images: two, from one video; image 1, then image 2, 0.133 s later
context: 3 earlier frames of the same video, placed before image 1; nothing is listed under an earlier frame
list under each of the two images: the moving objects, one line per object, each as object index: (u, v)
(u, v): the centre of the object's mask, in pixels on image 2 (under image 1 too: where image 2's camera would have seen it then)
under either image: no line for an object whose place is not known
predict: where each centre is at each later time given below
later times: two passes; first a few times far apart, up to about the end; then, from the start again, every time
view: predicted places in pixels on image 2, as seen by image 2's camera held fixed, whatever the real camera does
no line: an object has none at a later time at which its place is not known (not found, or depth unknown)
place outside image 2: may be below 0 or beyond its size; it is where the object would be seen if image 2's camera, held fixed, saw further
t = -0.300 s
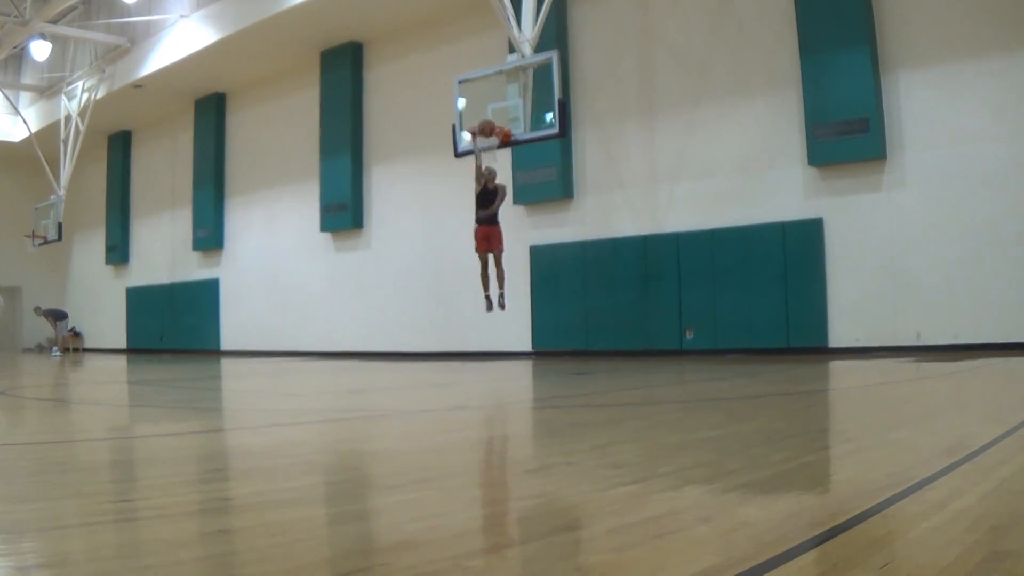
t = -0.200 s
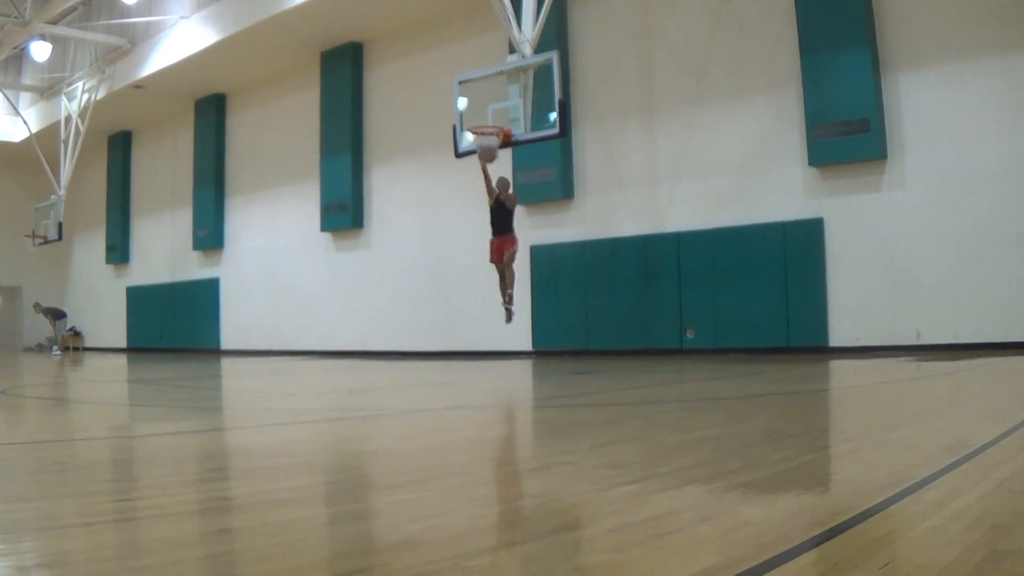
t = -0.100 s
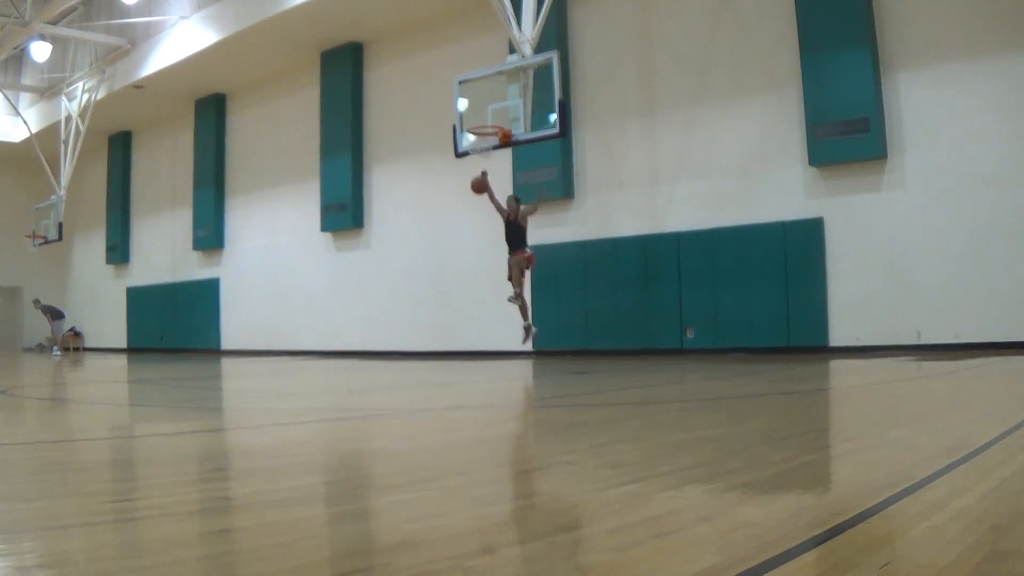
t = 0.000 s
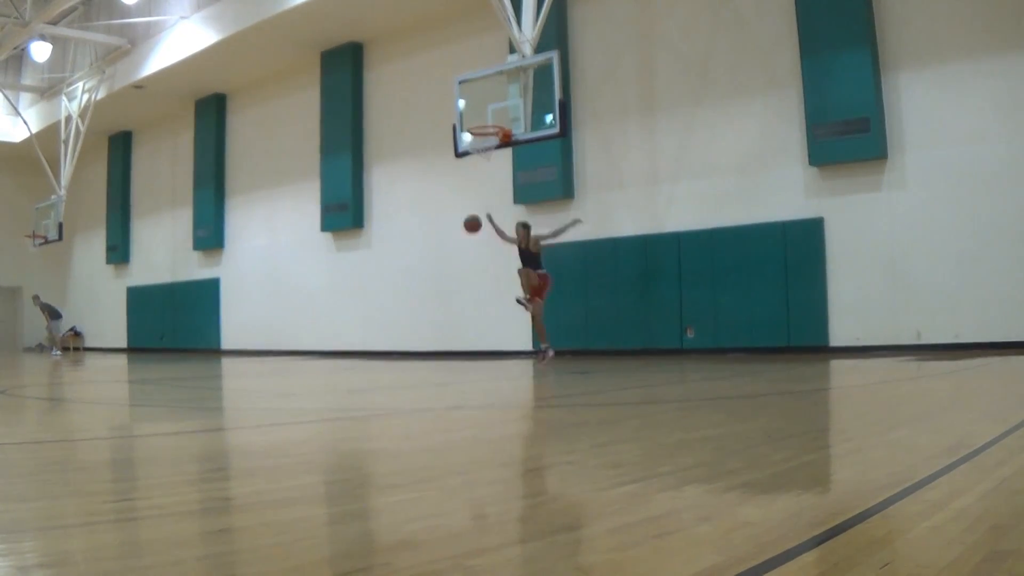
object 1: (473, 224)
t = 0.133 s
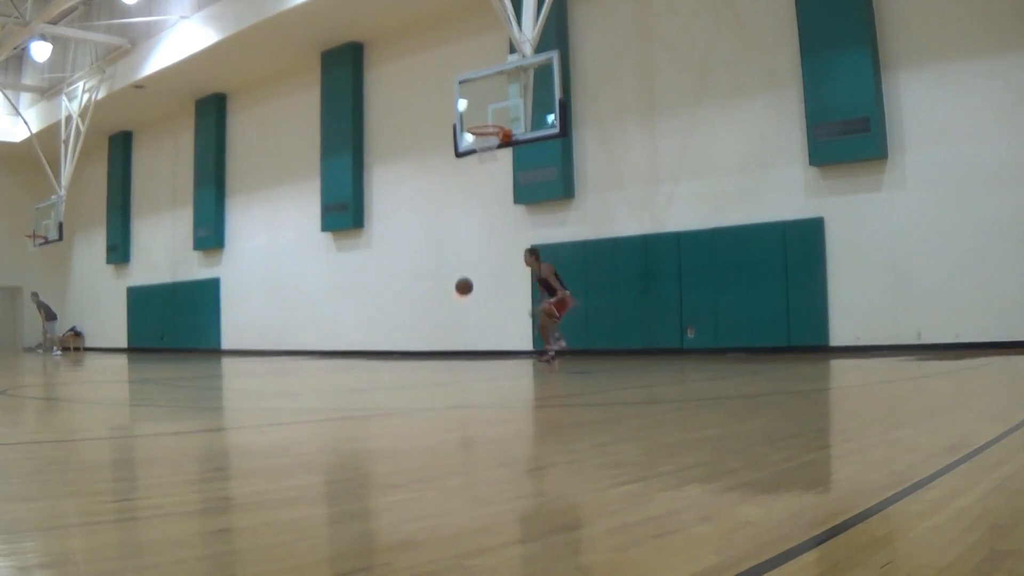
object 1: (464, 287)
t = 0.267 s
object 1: (456, 360)
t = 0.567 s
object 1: (428, 259)
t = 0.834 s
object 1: (406, 227)
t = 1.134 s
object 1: (333, 286)
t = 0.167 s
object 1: (462, 304)
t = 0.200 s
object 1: (460, 322)
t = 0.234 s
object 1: (458, 341)
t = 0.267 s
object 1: (456, 360)
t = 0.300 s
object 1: (453, 346)
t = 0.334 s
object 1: (450, 332)
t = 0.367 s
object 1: (446, 319)
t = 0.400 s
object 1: (443, 307)
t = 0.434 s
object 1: (440, 295)
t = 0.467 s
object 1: (437, 285)
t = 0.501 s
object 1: (434, 275)
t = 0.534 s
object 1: (431, 267)
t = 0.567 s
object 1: (428, 259)
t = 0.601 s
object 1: (425, 252)
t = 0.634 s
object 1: (422, 246)
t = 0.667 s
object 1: (419, 240)
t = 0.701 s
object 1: (417, 236)
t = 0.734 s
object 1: (414, 232)
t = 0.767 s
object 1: (411, 230)
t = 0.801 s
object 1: (408, 228)
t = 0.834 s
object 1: (406, 227)
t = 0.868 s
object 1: (403, 226)
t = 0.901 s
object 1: (400, 226)
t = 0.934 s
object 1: (398, 227)
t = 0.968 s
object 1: (395, 229)
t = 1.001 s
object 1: (399, 227)
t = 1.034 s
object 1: (381, 256)
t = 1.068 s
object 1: (364, 325)
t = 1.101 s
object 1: (349, 316)
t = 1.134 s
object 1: (333, 286)
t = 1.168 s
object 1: (319, 296)
